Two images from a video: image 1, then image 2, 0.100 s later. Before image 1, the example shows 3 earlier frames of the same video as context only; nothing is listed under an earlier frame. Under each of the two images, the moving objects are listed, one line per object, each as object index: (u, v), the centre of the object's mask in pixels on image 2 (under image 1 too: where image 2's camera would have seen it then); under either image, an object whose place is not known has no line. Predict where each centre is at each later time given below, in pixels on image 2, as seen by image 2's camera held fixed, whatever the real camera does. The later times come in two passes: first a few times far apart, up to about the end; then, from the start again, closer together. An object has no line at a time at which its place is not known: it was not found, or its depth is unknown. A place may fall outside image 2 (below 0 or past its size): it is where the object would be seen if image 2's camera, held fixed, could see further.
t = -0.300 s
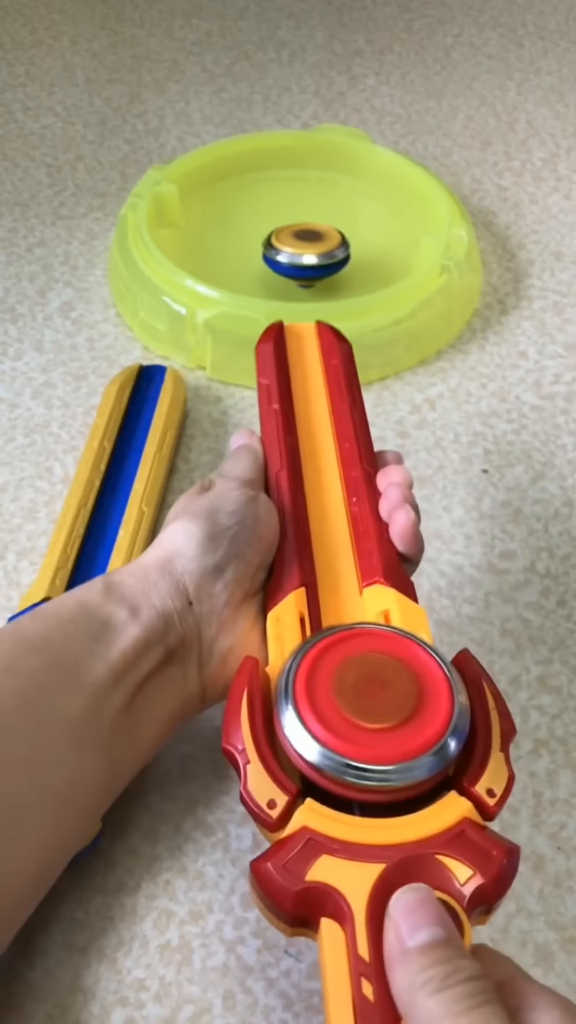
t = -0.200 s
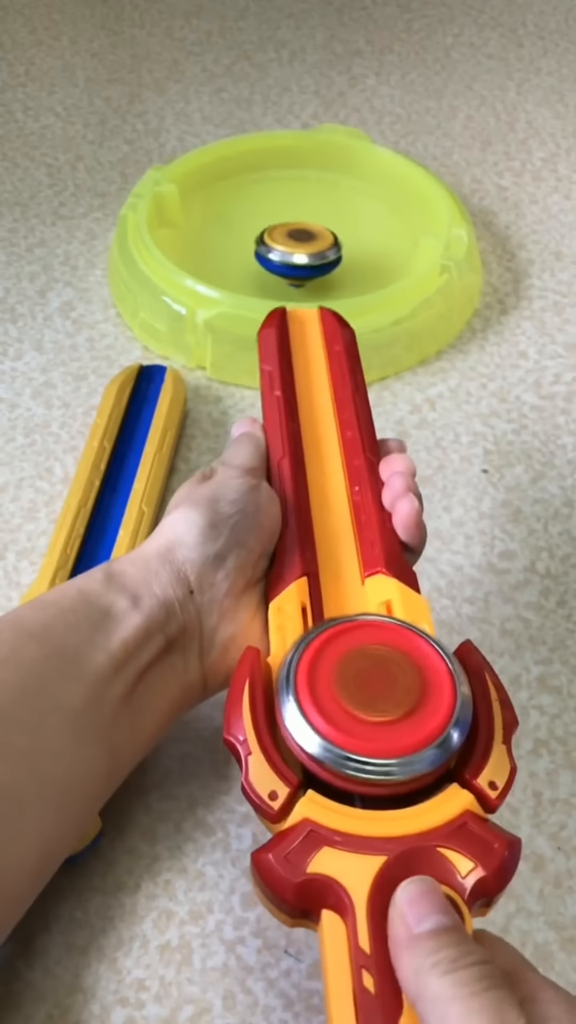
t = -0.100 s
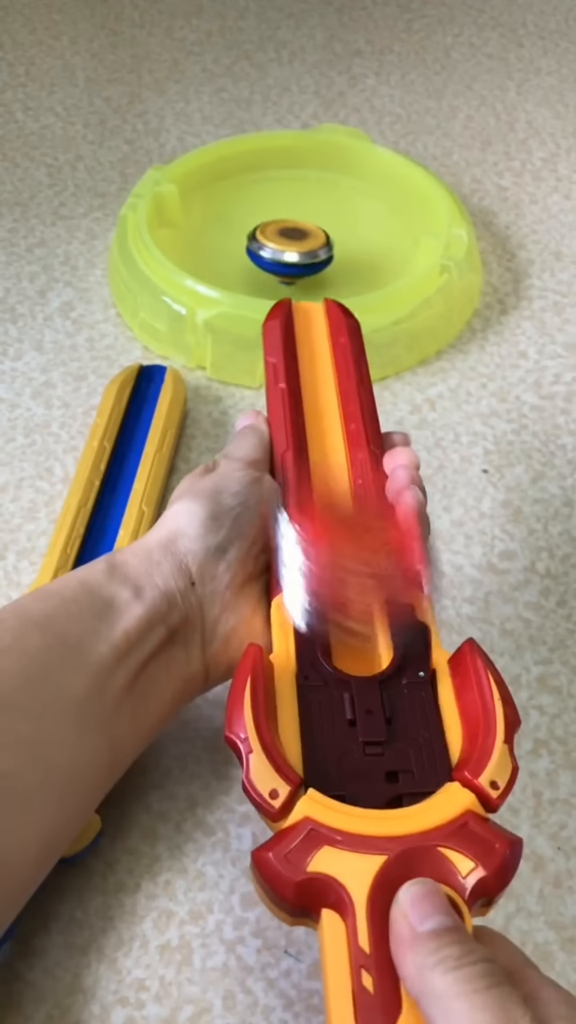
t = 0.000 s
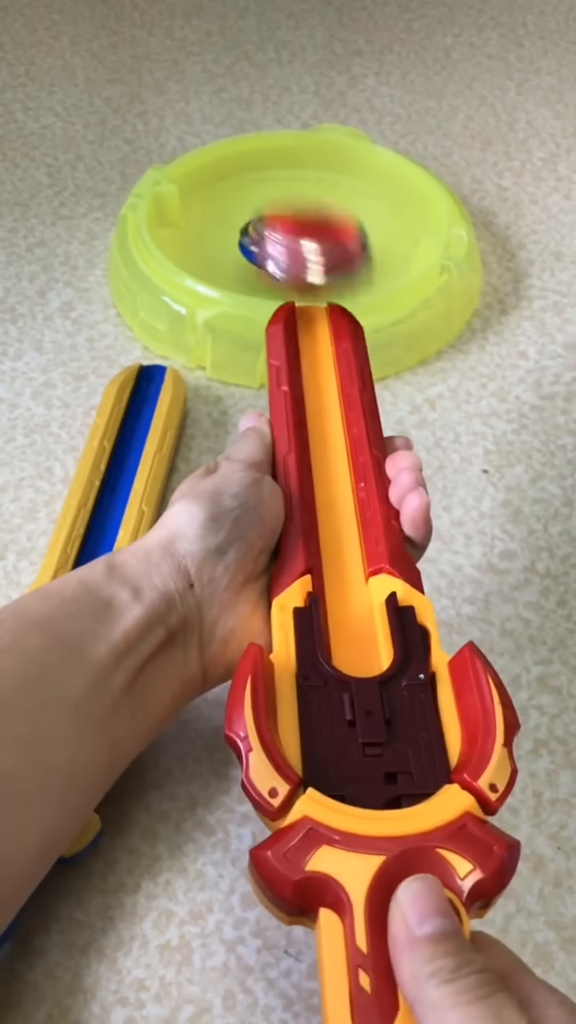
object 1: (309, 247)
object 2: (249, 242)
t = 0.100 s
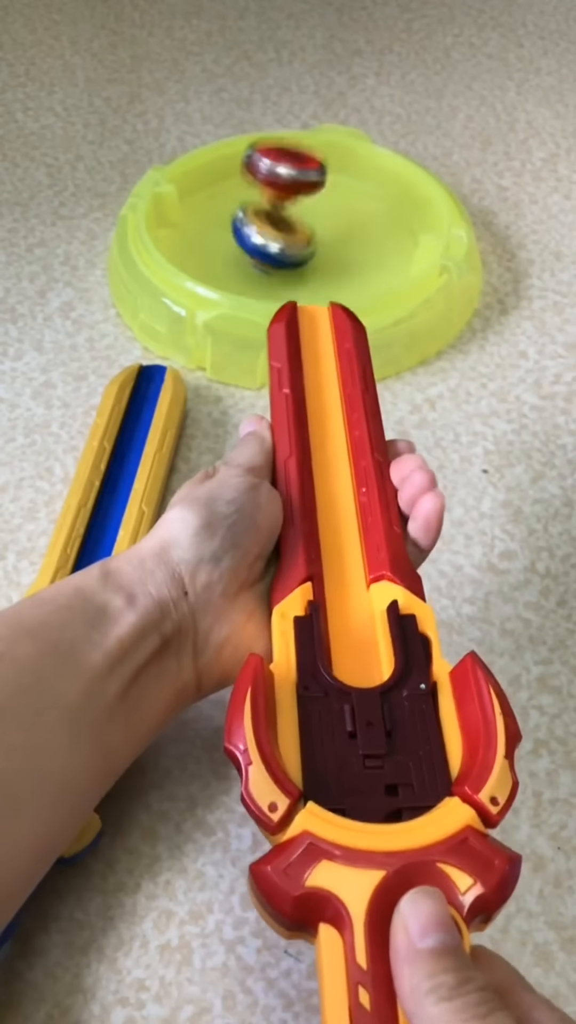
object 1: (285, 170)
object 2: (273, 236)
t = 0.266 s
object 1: (317, 151)
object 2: (220, 168)
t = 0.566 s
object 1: (336, 167)
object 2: (263, 145)
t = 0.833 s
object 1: (399, 187)
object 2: (333, 149)
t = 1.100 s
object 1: (357, 217)
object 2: (355, 164)
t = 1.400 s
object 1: (273, 227)
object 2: (344, 198)
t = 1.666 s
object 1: (205, 208)
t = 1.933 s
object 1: (227, 194)
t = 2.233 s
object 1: (274, 165)
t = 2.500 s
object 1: (306, 151)
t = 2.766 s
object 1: (347, 163)
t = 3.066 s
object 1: (389, 189)
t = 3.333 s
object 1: (371, 192)
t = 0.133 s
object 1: (293, 153)
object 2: (262, 219)
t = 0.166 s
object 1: (293, 158)
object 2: (252, 204)
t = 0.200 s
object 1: (294, 160)
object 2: (242, 191)
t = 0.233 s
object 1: (306, 154)
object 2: (228, 181)
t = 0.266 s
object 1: (317, 151)
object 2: (220, 168)
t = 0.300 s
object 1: (324, 155)
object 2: (221, 164)
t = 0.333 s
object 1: (326, 158)
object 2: (225, 158)
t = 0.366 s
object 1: (326, 163)
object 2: (230, 154)
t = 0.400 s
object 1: (324, 165)
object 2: (236, 152)
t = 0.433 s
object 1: (321, 165)
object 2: (243, 149)
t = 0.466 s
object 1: (323, 165)
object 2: (247, 148)
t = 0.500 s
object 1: (326, 166)
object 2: (251, 148)
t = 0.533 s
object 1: (331, 167)
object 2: (256, 147)
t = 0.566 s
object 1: (336, 167)
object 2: (263, 145)
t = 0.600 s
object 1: (342, 166)
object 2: (271, 143)
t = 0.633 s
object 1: (352, 165)
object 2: (280, 143)
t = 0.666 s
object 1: (360, 164)
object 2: (289, 143)
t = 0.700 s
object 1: (370, 164)
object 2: (298, 143)
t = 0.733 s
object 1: (381, 169)
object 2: (307, 143)
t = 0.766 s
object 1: (390, 177)
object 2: (313, 144)
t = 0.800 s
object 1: (396, 183)
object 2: (322, 147)
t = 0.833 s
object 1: (399, 187)
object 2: (333, 149)
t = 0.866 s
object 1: (398, 192)
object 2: (343, 152)
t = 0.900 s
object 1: (398, 197)
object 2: (351, 155)
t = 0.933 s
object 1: (396, 201)
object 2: (360, 156)
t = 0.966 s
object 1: (391, 205)
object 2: (360, 155)
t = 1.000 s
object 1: (383, 209)
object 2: (356, 157)
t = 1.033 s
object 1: (375, 212)
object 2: (355, 159)
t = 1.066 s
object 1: (366, 214)
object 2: (355, 161)
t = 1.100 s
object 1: (357, 217)
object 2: (355, 164)
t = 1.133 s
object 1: (348, 219)
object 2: (355, 168)
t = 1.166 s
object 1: (339, 222)
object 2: (356, 171)
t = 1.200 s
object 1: (329, 224)
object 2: (355, 174)
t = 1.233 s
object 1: (320, 225)
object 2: (354, 177)
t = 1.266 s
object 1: (311, 227)
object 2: (353, 181)
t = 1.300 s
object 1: (301, 228)
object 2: (351, 185)
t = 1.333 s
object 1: (291, 228)
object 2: (349, 190)
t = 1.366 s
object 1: (282, 228)
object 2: (347, 194)
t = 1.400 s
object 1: (273, 227)
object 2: (344, 198)
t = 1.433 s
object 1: (263, 226)
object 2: (341, 202)
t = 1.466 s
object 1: (254, 225)
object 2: (338, 207)
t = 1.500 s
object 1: (245, 223)
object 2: (335, 210)
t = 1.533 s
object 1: (237, 221)
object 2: (332, 213)
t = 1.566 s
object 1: (228, 219)
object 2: (329, 217)
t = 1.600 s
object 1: (220, 215)
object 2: (325, 220)
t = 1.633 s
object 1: (213, 212)
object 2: (322, 223)
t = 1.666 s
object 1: (205, 208)
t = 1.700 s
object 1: (199, 205)
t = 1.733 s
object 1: (196, 201)
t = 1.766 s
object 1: (197, 197)
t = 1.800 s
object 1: (198, 195)
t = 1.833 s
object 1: (205, 196)
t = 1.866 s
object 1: (212, 197)
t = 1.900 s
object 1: (220, 197)
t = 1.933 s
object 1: (227, 194)
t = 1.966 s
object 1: (232, 191)
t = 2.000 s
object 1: (238, 187)
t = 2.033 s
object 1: (242, 183)
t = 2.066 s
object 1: (248, 180)
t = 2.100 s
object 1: (253, 177)
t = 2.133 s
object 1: (258, 174)
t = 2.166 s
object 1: (264, 171)
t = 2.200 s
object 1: (269, 168)
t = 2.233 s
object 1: (274, 165)
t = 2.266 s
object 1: (278, 162)
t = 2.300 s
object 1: (283, 159)
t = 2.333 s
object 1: (287, 157)
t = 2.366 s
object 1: (292, 154)
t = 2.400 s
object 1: (297, 152)
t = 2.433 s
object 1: (300, 151)
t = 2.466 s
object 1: (303, 151)
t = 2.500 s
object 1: (306, 151)
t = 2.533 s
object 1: (310, 151)
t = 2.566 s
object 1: (315, 151)
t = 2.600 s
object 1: (320, 153)
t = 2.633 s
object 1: (324, 154)
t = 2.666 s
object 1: (330, 155)
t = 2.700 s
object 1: (336, 158)
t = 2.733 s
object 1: (342, 160)
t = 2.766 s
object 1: (347, 163)
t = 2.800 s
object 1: (358, 168)
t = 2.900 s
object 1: (368, 174)
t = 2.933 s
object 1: (373, 177)
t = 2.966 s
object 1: (377, 180)
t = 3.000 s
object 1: (381, 183)
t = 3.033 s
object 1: (385, 186)
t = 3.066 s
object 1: (389, 189)
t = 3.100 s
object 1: (392, 192)
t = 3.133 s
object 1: (395, 195)
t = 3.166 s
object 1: (397, 198)
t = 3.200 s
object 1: (395, 197)
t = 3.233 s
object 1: (389, 195)
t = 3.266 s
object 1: (382, 193)
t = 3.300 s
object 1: (377, 193)
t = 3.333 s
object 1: (371, 192)
